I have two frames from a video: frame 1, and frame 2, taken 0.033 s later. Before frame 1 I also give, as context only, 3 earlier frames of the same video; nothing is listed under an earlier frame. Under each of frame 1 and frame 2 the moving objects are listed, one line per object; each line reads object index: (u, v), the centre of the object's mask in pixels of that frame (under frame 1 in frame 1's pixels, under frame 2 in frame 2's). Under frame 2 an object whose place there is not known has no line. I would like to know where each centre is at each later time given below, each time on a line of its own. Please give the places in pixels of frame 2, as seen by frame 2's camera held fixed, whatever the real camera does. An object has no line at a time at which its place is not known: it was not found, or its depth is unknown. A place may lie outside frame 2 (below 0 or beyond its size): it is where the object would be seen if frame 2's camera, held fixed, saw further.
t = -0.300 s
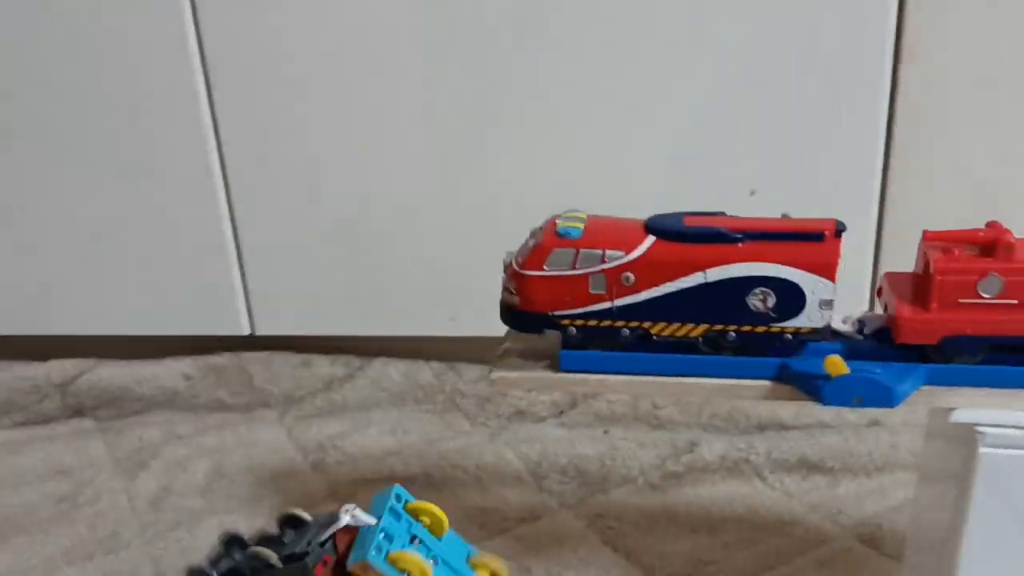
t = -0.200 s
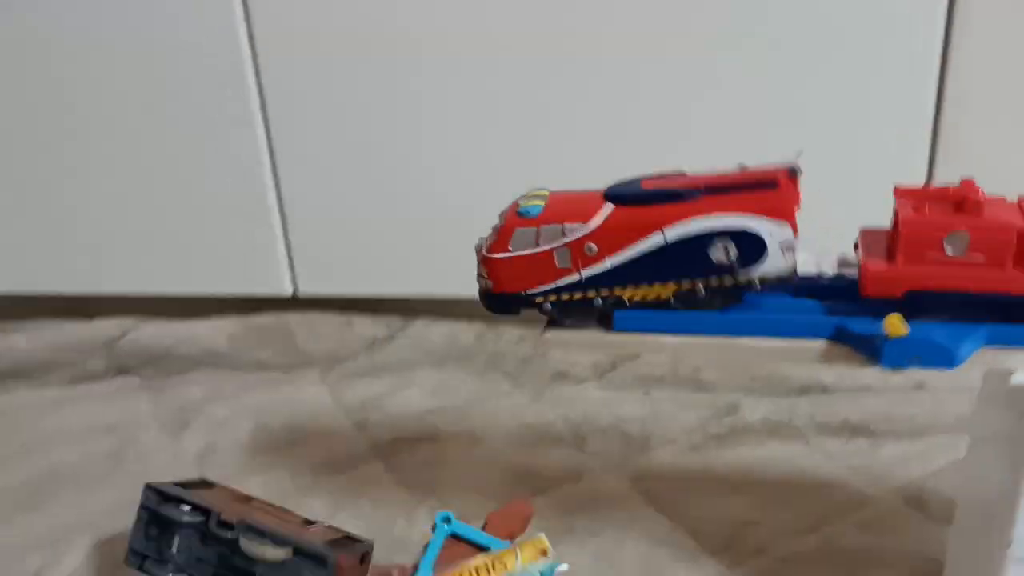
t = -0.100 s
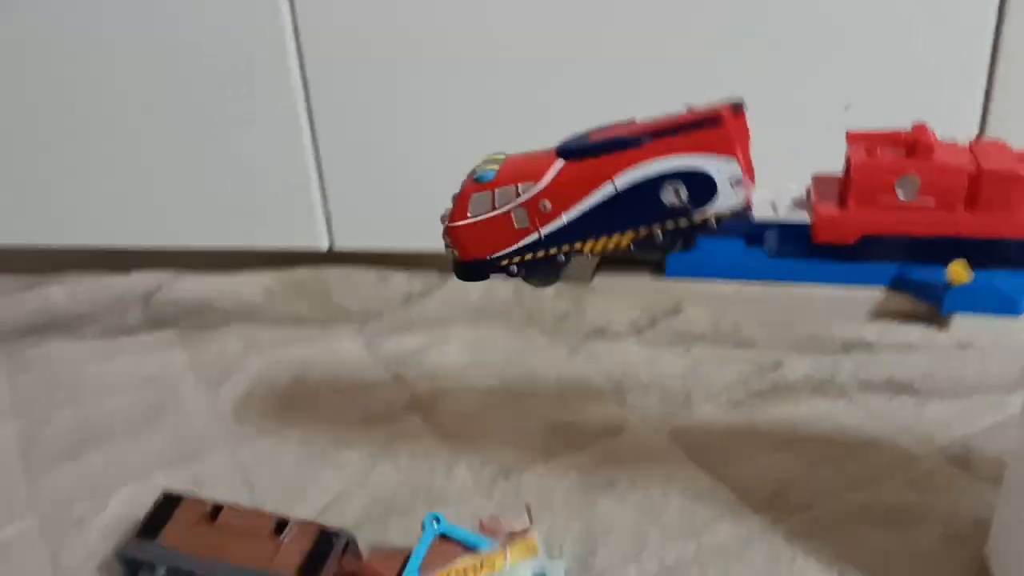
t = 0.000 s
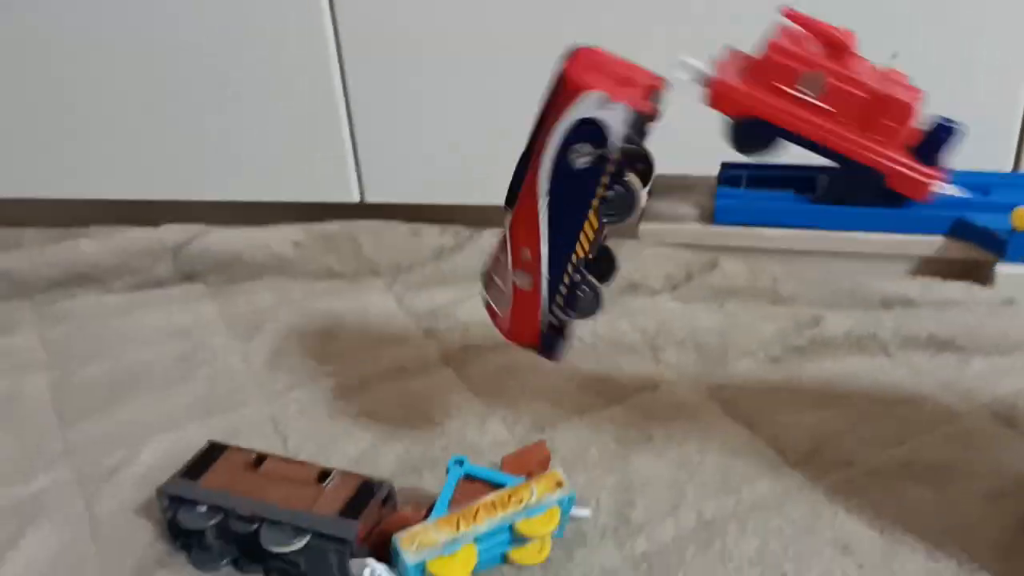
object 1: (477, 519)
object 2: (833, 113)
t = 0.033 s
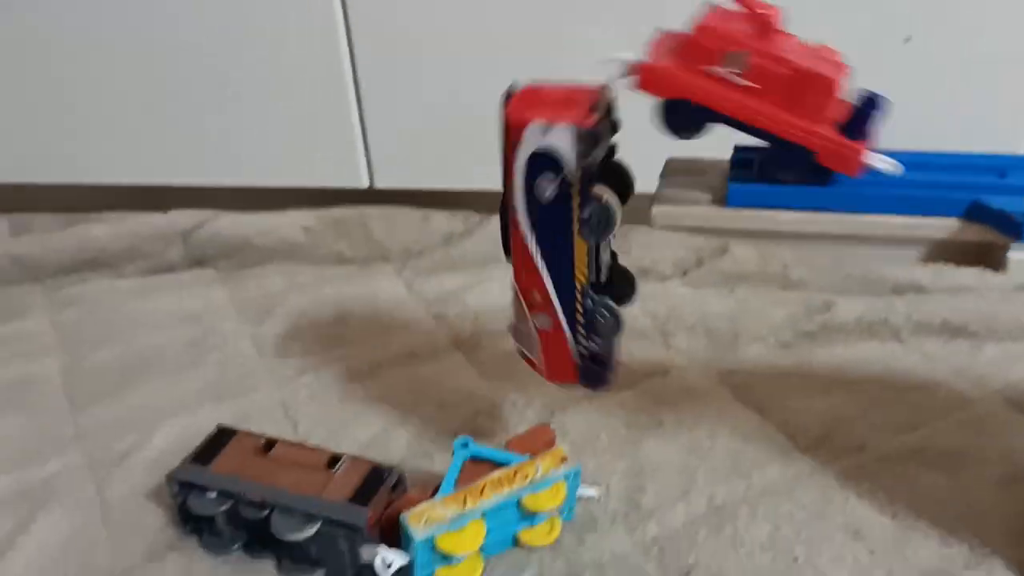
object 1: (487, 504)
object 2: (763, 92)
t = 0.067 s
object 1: (487, 505)
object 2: (661, 121)
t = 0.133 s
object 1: (484, 508)
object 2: (480, 217)
